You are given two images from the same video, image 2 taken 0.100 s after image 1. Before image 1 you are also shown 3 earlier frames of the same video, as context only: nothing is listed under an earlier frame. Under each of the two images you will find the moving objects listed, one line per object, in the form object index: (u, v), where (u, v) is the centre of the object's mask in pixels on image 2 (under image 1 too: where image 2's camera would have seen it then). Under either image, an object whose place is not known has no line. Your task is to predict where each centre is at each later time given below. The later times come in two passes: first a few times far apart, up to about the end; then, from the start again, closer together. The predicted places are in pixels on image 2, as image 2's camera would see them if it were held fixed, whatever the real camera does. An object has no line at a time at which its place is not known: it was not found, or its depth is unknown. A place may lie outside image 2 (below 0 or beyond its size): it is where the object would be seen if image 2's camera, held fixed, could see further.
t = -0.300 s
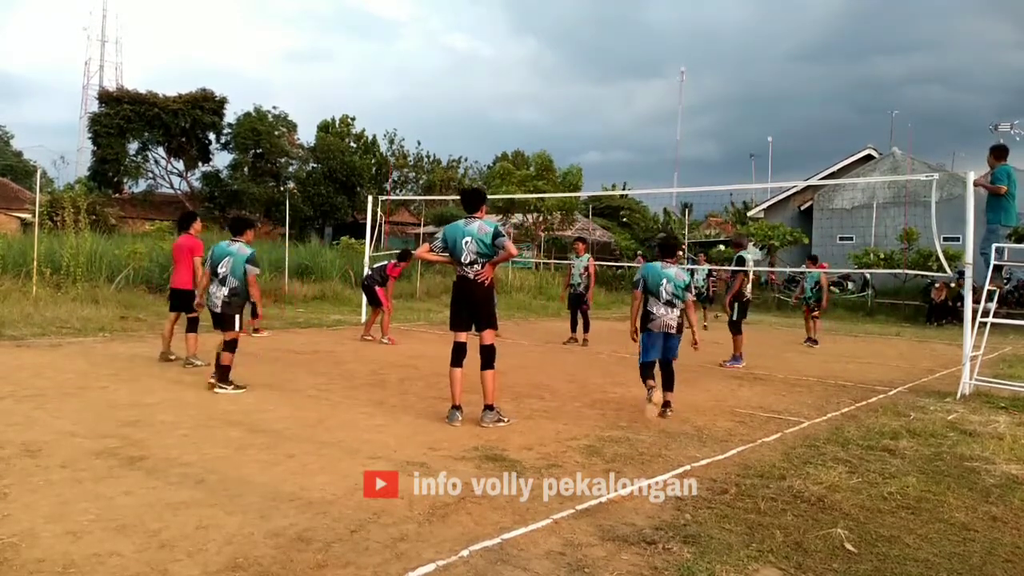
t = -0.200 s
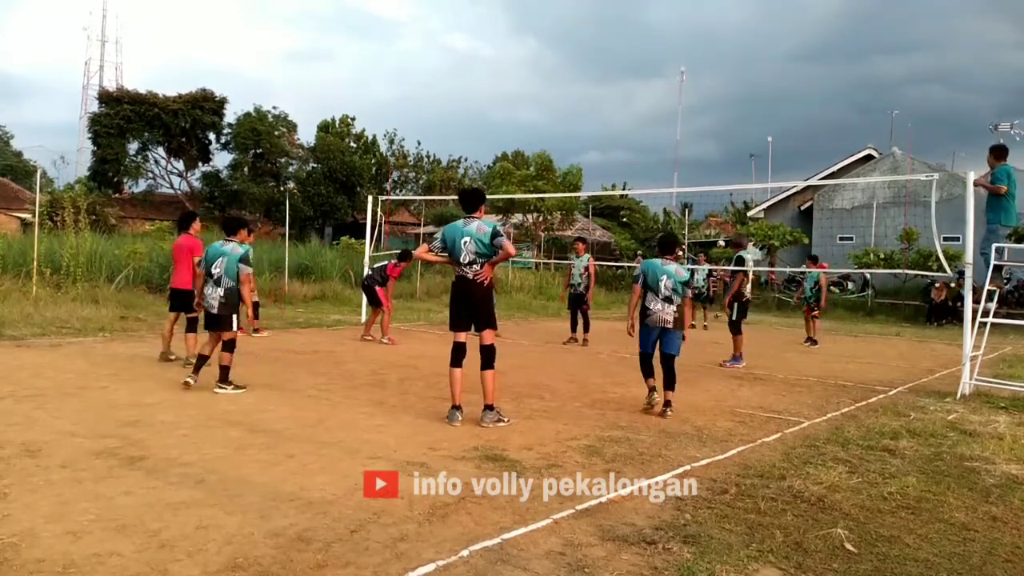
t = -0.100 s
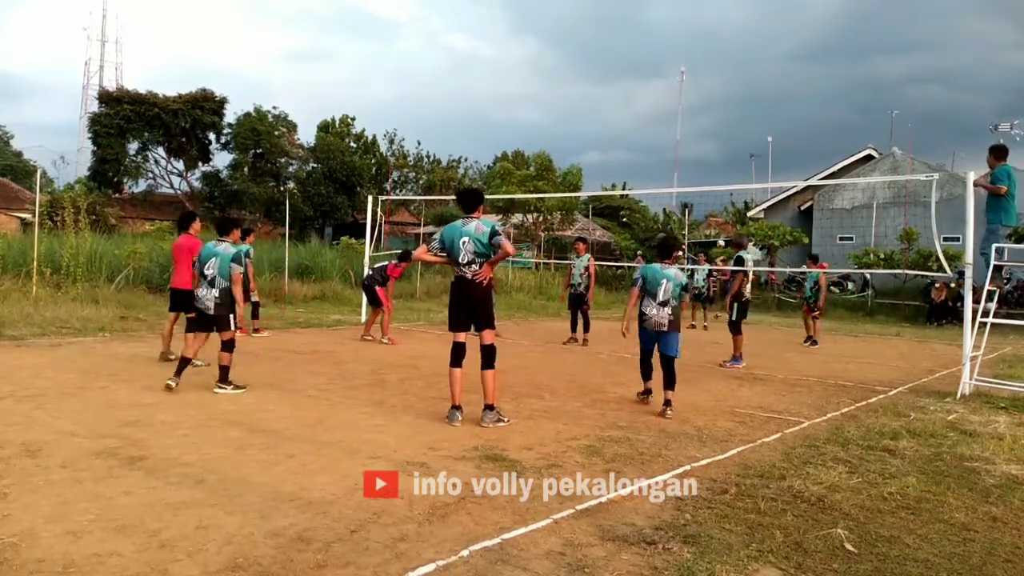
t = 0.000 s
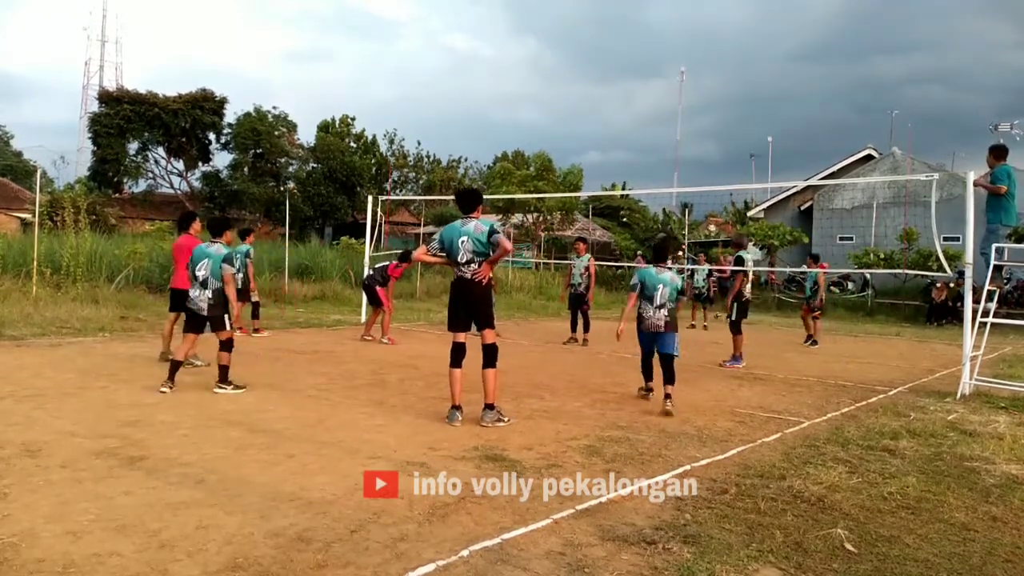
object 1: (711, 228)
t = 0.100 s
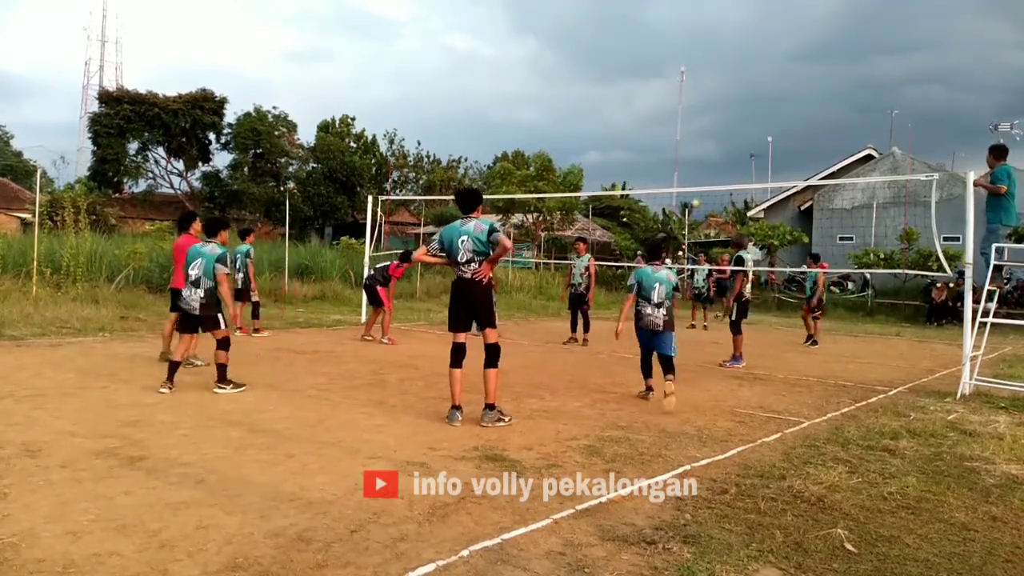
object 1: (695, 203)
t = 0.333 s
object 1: (646, 150)
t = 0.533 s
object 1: (590, 114)
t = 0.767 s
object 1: (497, 92)
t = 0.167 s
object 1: (683, 185)
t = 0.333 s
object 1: (646, 150)
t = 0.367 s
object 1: (638, 143)
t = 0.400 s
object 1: (629, 136)
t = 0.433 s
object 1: (621, 130)
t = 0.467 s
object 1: (610, 125)
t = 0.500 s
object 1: (601, 120)
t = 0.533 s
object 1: (590, 114)
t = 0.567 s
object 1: (579, 109)
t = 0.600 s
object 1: (567, 105)
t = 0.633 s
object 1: (555, 102)
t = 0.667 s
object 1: (541, 98)
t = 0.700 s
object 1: (528, 96)
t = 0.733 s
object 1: (512, 94)
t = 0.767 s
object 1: (497, 92)
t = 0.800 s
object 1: (480, 92)
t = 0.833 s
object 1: (462, 91)
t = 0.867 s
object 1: (444, 91)
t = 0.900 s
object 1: (424, 91)
